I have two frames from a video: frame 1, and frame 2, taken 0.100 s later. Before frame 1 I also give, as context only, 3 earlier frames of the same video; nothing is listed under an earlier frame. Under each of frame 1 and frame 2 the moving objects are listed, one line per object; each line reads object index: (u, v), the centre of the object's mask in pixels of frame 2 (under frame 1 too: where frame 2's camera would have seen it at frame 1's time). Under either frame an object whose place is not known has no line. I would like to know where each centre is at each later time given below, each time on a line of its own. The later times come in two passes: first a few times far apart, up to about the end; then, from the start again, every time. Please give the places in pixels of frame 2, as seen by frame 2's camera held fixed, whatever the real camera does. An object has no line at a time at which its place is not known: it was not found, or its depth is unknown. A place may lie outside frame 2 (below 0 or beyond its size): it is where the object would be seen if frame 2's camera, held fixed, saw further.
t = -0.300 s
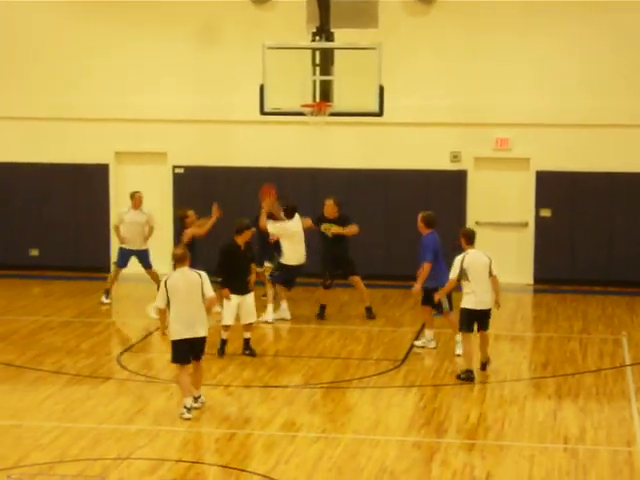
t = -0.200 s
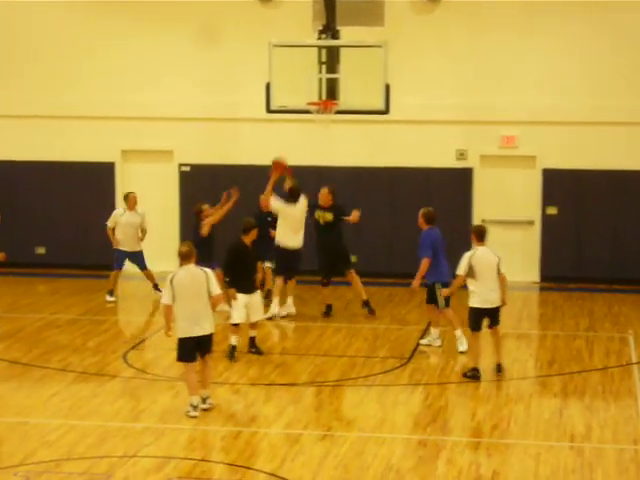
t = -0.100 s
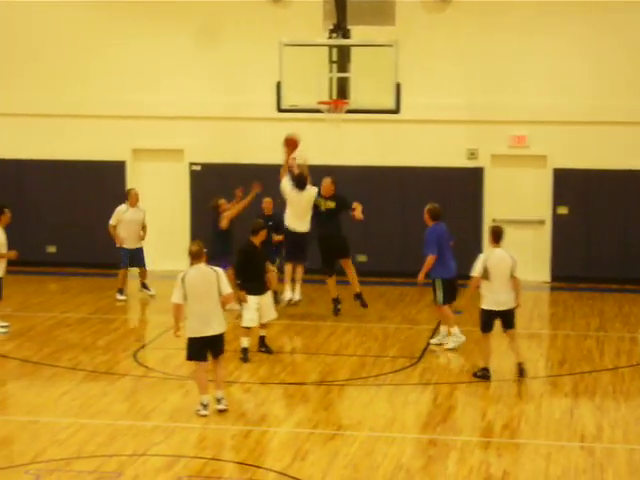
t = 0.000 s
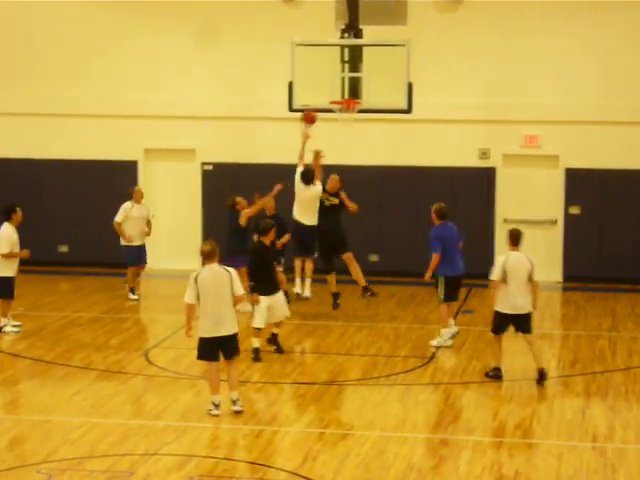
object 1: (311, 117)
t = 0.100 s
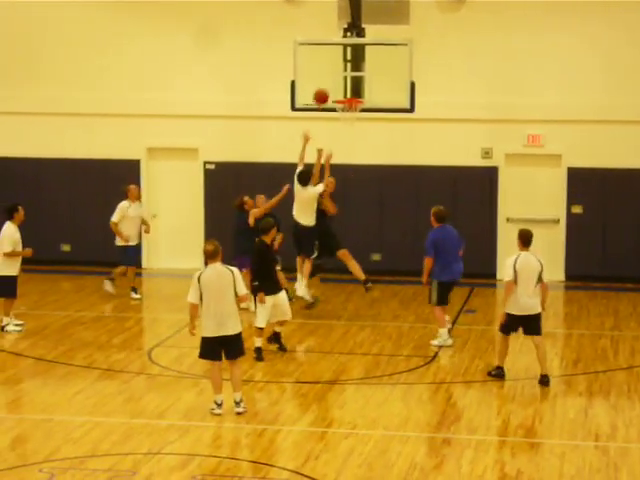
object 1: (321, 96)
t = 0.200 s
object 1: (330, 84)
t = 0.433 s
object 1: (352, 82)
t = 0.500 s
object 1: (358, 88)
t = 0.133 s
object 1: (324, 92)
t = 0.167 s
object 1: (327, 88)
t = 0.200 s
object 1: (330, 84)
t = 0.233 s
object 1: (333, 82)
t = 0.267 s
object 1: (336, 80)
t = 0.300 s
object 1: (339, 79)
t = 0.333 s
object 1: (344, 79)
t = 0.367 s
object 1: (346, 79)
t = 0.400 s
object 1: (349, 80)
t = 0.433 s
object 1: (352, 82)
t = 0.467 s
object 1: (355, 84)
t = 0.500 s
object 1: (358, 88)
